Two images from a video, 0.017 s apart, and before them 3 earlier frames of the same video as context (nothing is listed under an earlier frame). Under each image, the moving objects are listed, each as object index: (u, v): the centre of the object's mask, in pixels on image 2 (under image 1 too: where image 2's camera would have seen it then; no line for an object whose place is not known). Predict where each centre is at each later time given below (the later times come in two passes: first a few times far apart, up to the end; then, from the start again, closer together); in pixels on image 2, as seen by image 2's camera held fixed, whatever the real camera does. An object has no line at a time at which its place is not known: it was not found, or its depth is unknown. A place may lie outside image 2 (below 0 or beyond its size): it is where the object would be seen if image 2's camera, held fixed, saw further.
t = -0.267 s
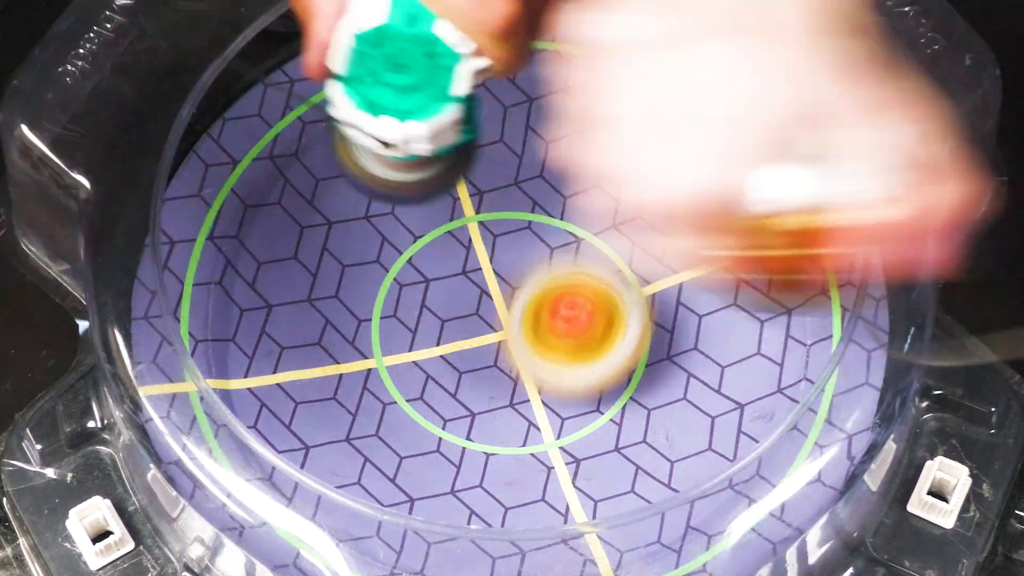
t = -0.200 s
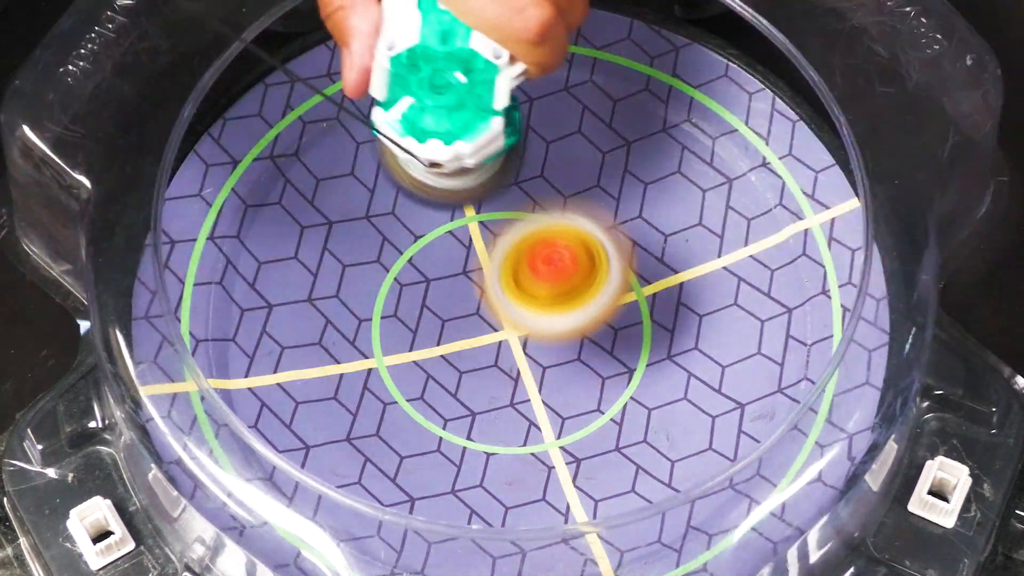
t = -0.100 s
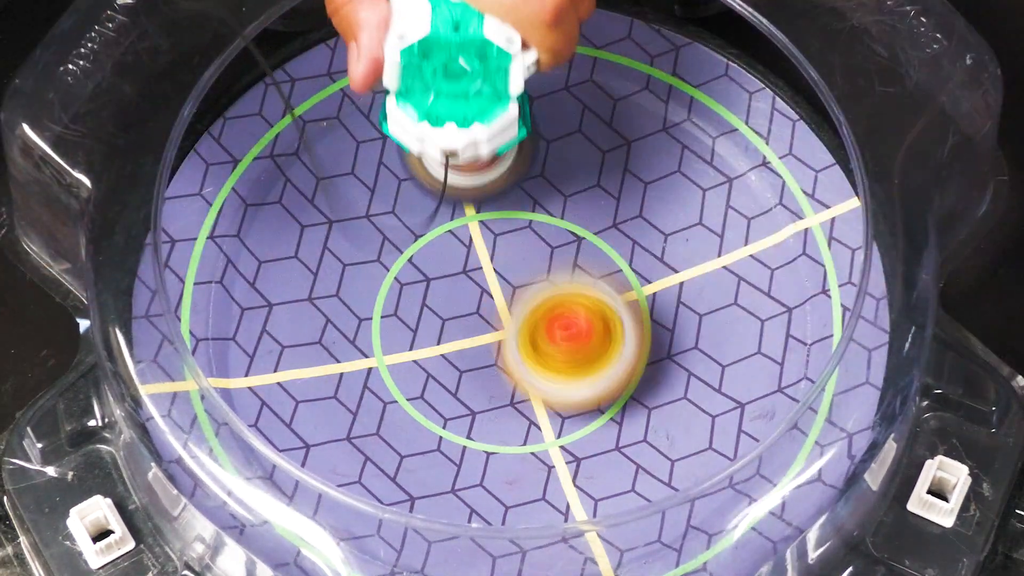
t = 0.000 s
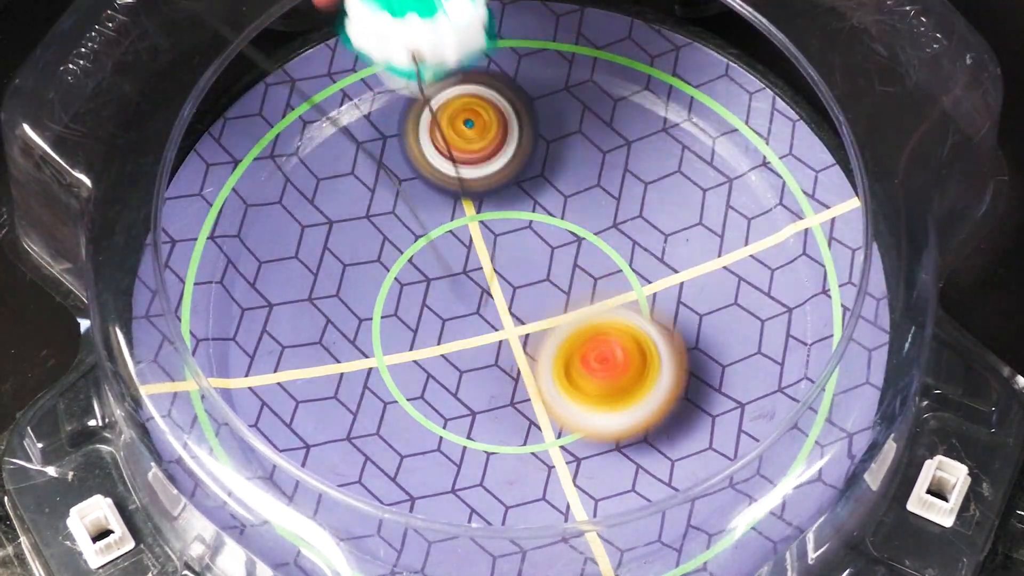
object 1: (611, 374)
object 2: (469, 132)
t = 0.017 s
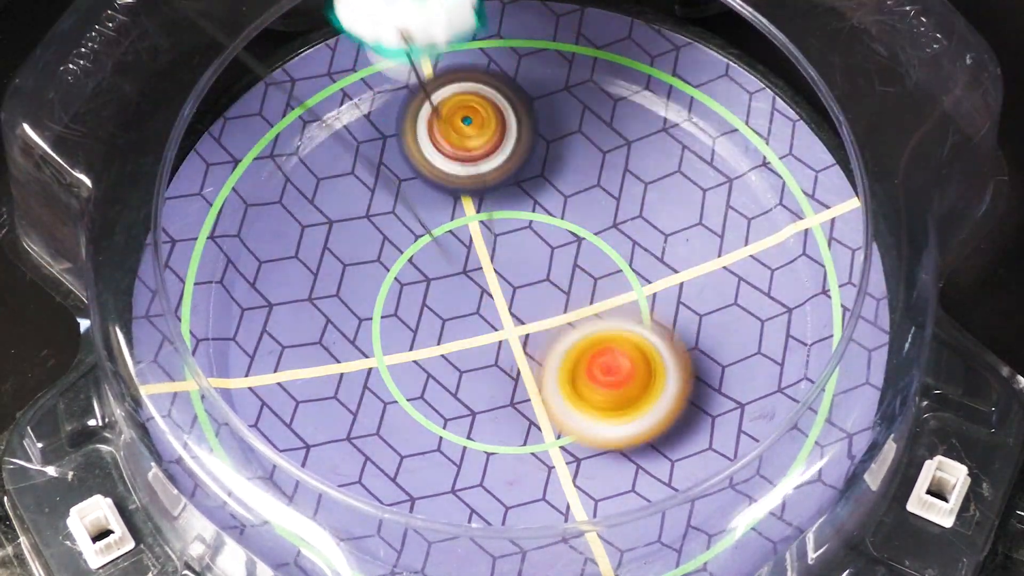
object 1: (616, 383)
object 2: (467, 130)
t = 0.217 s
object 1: (711, 336)
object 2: (456, 175)
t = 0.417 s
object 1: (573, 177)
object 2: (416, 240)
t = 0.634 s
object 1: (405, 179)
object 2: (230, 322)
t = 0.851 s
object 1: (437, 385)
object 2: (265, 374)
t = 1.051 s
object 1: (787, 435)
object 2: (332, 323)
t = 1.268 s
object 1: (759, 127)
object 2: (440, 268)
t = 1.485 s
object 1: (340, 54)
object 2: (429, 327)
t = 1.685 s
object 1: (237, 280)
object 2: (394, 386)
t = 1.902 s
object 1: (311, 352)
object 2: (590, 451)
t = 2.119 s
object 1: (529, 456)
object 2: (609, 325)
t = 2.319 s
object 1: (607, 329)
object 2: (589, 140)
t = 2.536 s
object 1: (381, 422)
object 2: (541, 46)
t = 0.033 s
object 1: (623, 381)
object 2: (464, 129)
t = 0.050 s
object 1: (631, 381)
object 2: (462, 134)
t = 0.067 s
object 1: (639, 385)
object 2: (461, 138)
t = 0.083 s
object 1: (646, 388)
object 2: (458, 140)
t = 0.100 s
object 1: (654, 385)
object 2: (456, 144)
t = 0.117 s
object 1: (662, 384)
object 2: (455, 147)
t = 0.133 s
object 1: (669, 381)
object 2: (455, 151)
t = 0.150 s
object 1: (679, 374)
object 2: (455, 155)
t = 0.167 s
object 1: (687, 368)
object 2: (455, 160)
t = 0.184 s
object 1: (696, 358)
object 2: (455, 165)
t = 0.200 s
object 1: (704, 348)
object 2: (456, 170)
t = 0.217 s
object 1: (711, 336)
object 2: (456, 175)
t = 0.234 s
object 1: (716, 321)
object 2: (456, 181)
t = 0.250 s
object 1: (717, 306)
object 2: (456, 186)
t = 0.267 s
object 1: (716, 289)
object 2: (455, 192)
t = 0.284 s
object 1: (712, 273)
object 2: (453, 198)
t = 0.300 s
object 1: (703, 256)
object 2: (450, 204)
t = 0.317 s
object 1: (694, 239)
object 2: (446, 210)
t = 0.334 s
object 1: (680, 225)
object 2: (442, 216)
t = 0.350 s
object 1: (663, 212)
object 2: (438, 221)
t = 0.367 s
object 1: (644, 200)
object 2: (433, 227)
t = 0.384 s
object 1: (622, 190)
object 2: (427, 232)
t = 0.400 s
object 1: (598, 182)
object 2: (422, 237)
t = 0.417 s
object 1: (573, 177)
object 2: (416, 240)
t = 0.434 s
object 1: (547, 172)
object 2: (410, 244)
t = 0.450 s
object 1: (523, 168)
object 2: (402, 249)
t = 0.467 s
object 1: (507, 164)
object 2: (384, 255)
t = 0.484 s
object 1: (493, 161)
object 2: (366, 261)
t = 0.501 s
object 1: (476, 161)
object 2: (352, 266)
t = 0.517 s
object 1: (460, 163)
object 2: (339, 269)
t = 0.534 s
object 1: (444, 167)
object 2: (328, 273)
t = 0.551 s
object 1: (427, 173)
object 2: (318, 273)
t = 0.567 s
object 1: (411, 182)
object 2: (308, 276)
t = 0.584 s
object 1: (406, 181)
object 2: (286, 288)
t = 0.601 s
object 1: (406, 178)
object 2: (265, 300)
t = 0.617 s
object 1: (406, 178)
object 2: (248, 313)
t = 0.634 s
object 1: (405, 179)
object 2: (230, 322)
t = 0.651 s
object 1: (405, 183)
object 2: (233, 323)
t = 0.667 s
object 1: (402, 189)
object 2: (219, 334)
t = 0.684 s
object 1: (401, 197)
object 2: (216, 344)
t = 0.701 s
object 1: (401, 208)
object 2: (214, 349)
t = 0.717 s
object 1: (400, 220)
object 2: (214, 355)
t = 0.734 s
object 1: (399, 236)
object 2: (217, 361)
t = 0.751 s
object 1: (399, 251)
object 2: (222, 364)
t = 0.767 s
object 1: (401, 269)
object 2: (228, 367)
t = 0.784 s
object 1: (402, 289)
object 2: (236, 370)
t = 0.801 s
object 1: (404, 312)
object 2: (245, 374)
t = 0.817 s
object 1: (407, 337)
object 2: (263, 370)
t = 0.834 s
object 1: (417, 361)
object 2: (265, 374)
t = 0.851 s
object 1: (437, 385)
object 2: (265, 374)
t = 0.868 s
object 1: (460, 406)
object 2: (265, 371)
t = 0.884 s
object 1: (489, 423)
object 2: (269, 367)
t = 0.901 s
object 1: (517, 439)
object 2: (271, 364)
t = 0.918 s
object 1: (549, 454)
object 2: (273, 361)
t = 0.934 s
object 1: (579, 461)
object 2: (278, 359)
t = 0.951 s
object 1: (610, 462)
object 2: (283, 354)
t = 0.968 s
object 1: (648, 473)
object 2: (291, 349)
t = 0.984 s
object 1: (677, 472)
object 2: (299, 344)
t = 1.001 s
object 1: (705, 465)
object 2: (307, 339)
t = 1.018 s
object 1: (738, 460)
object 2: (314, 333)
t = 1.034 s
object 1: (763, 449)
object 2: (323, 328)
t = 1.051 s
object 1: (787, 435)
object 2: (332, 323)
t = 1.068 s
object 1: (807, 420)
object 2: (341, 318)
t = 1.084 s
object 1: (825, 402)
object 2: (352, 312)
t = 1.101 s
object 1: (834, 381)
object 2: (362, 306)
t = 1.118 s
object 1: (838, 358)
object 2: (372, 301)
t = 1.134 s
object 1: (837, 331)
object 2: (382, 296)
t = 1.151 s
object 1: (836, 306)
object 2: (391, 292)
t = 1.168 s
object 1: (836, 281)
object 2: (400, 285)
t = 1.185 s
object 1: (829, 254)
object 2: (409, 281)
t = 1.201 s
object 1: (820, 227)
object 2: (417, 277)
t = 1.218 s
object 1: (809, 202)
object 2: (424, 274)
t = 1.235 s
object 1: (793, 176)
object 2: (429, 271)
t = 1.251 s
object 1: (777, 152)
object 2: (436, 269)
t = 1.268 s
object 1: (759, 127)
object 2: (440, 268)
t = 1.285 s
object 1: (738, 105)
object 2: (445, 268)
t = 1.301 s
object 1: (716, 86)
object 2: (448, 269)
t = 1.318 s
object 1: (690, 70)
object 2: (450, 271)
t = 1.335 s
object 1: (661, 56)
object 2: (452, 275)
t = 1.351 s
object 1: (629, 46)
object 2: (453, 279)
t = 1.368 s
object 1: (595, 40)
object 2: (454, 283)
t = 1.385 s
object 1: (562, 35)
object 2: (453, 289)
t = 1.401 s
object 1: (526, 31)
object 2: (451, 294)
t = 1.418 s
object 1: (489, 31)
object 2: (448, 301)
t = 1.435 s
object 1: (451, 33)
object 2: (444, 308)
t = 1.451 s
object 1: (411, 37)
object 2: (440, 314)
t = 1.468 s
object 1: (372, 43)
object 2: (436, 321)
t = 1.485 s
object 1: (340, 54)
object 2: (429, 327)
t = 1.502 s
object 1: (304, 69)
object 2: (422, 334)
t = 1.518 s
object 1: (272, 90)
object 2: (415, 339)
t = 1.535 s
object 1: (235, 112)
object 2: (408, 344)
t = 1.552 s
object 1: (202, 136)
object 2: (401, 348)
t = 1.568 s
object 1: (172, 164)
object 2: (392, 352)
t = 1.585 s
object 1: (148, 190)
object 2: (384, 355)
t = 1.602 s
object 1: (140, 220)
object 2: (377, 357)
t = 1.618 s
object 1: (167, 236)
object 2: (373, 356)
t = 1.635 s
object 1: (195, 258)
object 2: (367, 356)
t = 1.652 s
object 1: (233, 283)
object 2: (359, 358)
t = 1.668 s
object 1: (239, 286)
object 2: (370, 369)
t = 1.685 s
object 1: (237, 280)
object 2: (394, 386)
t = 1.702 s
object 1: (236, 277)
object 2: (417, 402)
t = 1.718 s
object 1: (236, 277)
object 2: (438, 414)
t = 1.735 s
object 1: (236, 281)
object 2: (459, 424)
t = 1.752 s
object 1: (239, 283)
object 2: (477, 433)
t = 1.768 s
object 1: (243, 285)
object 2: (494, 440)
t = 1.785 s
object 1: (249, 292)
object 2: (513, 448)
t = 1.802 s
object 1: (255, 297)
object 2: (528, 453)
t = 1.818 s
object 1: (263, 301)
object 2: (544, 457)
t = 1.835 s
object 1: (270, 309)
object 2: (555, 458)
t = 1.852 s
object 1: (280, 319)
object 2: (565, 458)
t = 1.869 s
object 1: (290, 330)
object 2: (575, 456)
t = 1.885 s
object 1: (299, 340)
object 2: (583, 454)
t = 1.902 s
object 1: (311, 352)
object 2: (590, 451)
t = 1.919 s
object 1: (323, 365)
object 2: (596, 446)
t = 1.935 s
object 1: (335, 379)
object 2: (599, 440)
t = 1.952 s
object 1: (347, 393)
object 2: (602, 434)
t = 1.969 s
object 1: (362, 408)
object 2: (604, 425)
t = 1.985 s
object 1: (376, 422)
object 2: (604, 416)
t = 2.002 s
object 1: (394, 434)
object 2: (604, 407)
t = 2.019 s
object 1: (413, 444)
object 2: (604, 397)
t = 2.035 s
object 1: (436, 452)
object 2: (602, 386)
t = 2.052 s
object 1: (458, 456)
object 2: (600, 378)
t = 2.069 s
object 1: (480, 459)
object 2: (598, 367)
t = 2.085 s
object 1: (500, 459)
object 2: (599, 354)
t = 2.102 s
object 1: (513, 459)
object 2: (605, 340)
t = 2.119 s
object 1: (529, 456)
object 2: (609, 325)
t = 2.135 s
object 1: (544, 450)
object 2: (611, 313)
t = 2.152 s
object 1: (559, 441)
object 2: (612, 300)
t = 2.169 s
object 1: (574, 429)
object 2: (611, 287)
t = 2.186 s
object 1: (588, 414)
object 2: (610, 277)
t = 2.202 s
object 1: (599, 401)
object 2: (609, 266)
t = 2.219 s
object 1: (605, 396)
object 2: (610, 247)
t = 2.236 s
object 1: (610, 390)
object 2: (609, 225)
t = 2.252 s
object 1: (611, 381)
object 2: (608, 204)
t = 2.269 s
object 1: (613, 371)
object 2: (605, 185)
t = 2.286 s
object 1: (613, 359)
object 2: (601, 167)
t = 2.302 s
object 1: (611, 344)
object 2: (596, 153)
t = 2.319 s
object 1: (607, 329)
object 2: (589, 140)
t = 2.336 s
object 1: (600, 313)
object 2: (582, 128)
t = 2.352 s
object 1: (592, 296)
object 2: (575, 120)
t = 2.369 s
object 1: (583, 280)
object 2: (568, 114)
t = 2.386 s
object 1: (571, 263)
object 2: (556, 109)
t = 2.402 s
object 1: (560, 247)
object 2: (546, 107)
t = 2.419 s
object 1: (544, 238)
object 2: (537, 104)
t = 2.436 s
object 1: (515, 267)
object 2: (530, 75)
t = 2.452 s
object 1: (488, 298)
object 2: (530, 40)
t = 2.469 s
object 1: (462, 325)
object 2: (533, 23)
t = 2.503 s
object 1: (415, 381)
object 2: (538, 29)
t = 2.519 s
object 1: (396, 402)
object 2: (538, 36)
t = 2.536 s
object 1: (381, 422)
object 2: (541, 46)
